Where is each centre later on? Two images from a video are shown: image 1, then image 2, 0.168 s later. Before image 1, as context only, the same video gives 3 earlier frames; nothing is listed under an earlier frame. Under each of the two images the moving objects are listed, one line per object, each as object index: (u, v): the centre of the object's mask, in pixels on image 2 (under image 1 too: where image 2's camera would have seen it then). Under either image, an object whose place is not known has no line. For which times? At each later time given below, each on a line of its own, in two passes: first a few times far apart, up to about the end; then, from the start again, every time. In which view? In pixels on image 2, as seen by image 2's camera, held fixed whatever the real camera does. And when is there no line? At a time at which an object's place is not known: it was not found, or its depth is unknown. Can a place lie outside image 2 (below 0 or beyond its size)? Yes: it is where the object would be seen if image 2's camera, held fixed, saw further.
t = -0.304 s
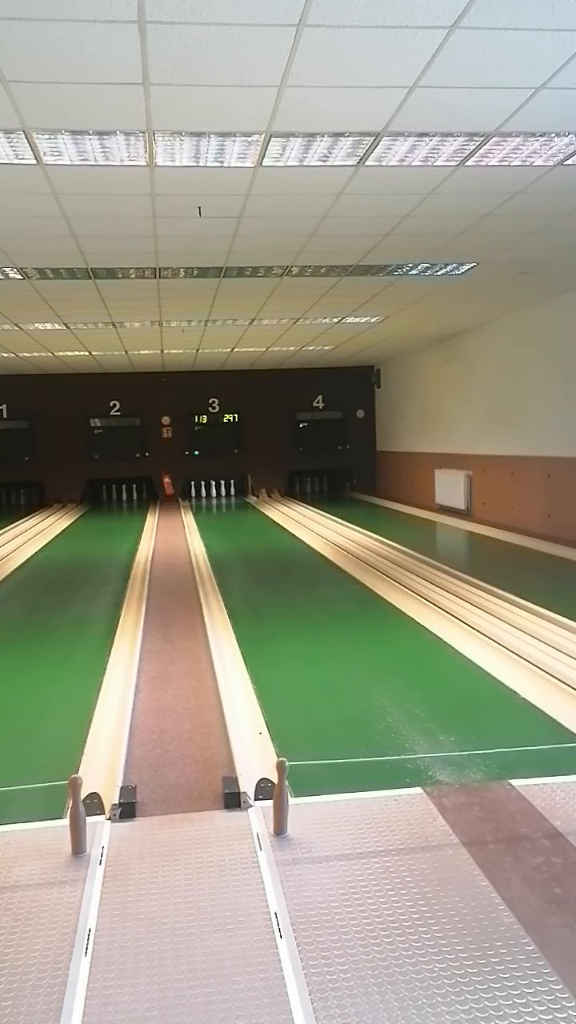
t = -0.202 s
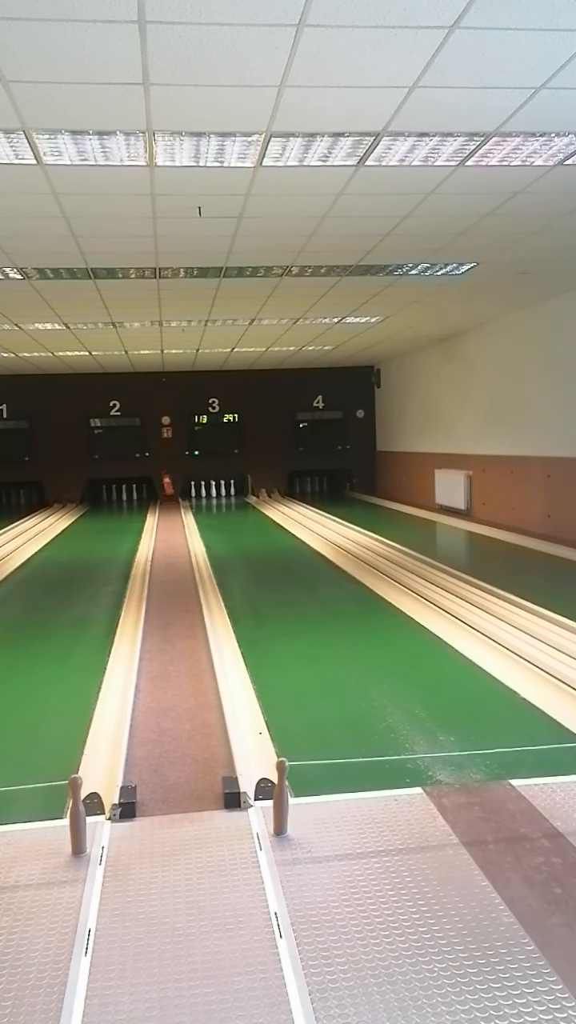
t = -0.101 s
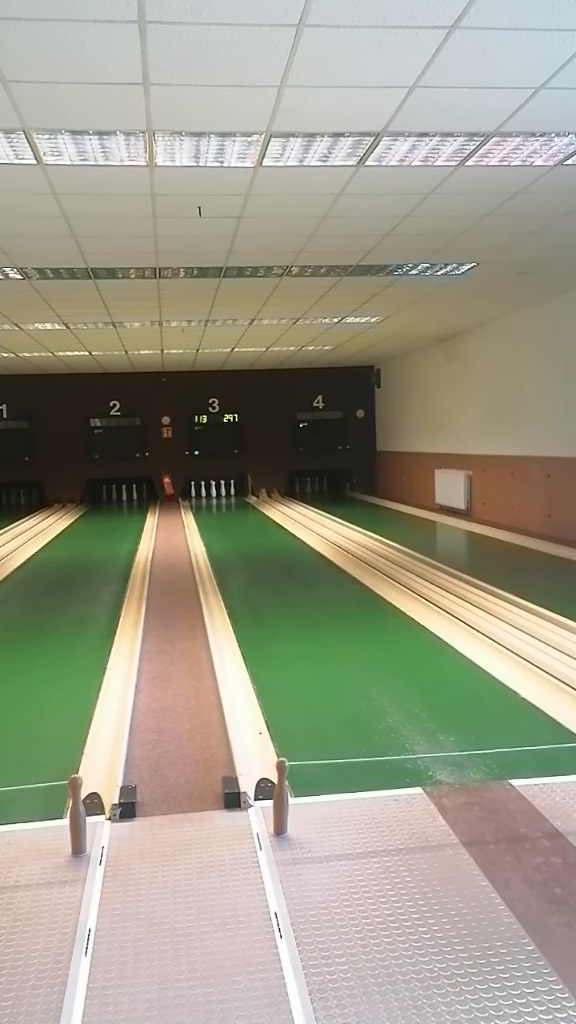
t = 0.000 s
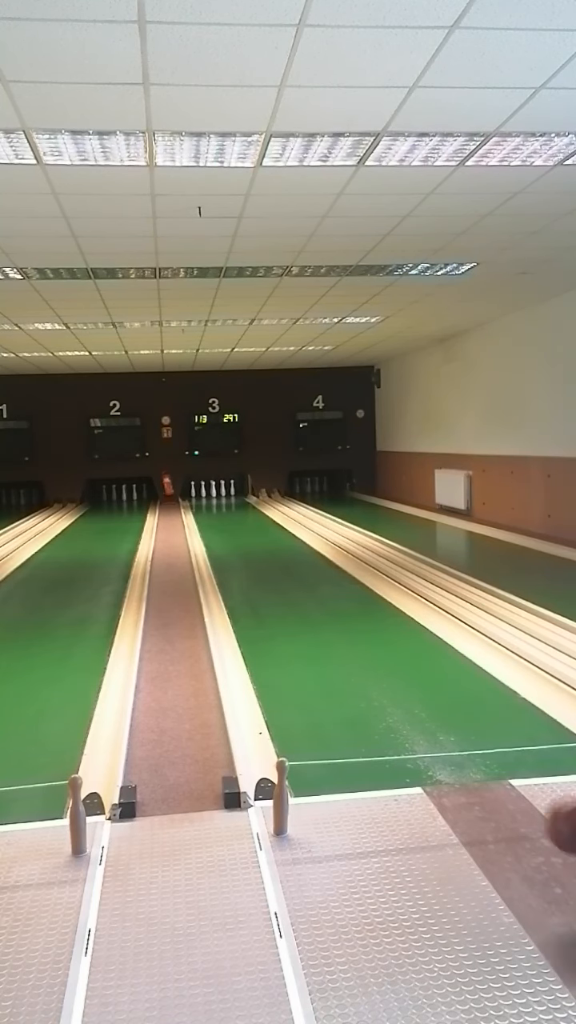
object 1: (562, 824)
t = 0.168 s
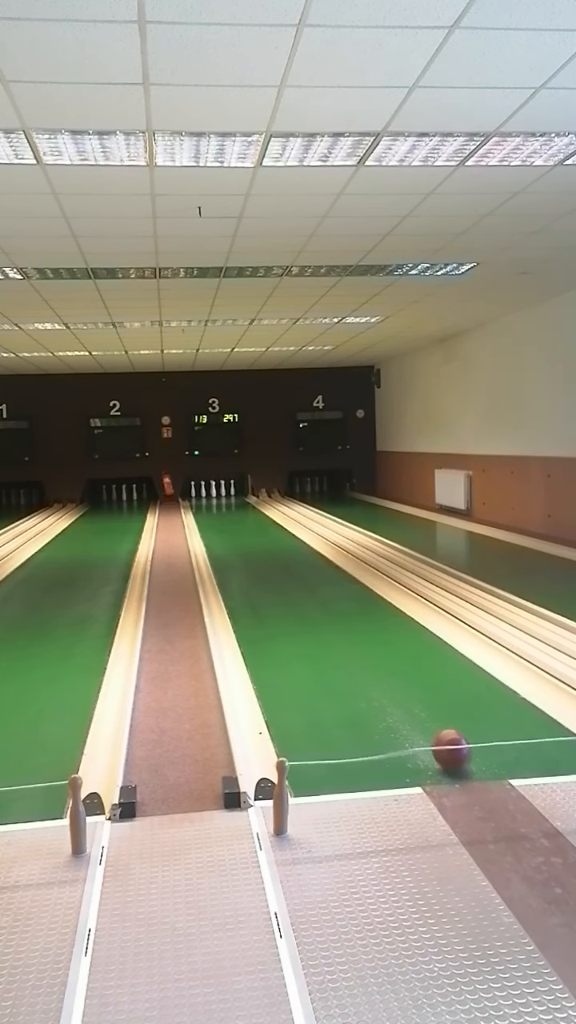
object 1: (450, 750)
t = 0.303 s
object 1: (394, 675)
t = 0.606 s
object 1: (325, 616)
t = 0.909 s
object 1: (286, 580)
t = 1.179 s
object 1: (264, 560)
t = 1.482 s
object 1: (247, 543)
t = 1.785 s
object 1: (235, 530)
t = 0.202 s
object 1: (435, 724)
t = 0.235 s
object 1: (418, 702)
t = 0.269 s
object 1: (406, 688)
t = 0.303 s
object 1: (394, 675)
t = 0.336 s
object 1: (384, 666)
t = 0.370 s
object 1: (375, 661)
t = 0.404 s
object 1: (366, 657)
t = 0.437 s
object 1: (358, 656)
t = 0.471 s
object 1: (350, 642)
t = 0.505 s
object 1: (343, 632)
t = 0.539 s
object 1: (336, 625)
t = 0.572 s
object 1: (330, 619)
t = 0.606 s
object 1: (325, 616)
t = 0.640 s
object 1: (319, 614)
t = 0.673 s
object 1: (315, 610)
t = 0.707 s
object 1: (310, 603)
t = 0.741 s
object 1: (306, 598)
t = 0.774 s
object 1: (301, 594)
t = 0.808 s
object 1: (298, 592)
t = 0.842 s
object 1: (293, 588)
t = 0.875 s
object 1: (290, 583)
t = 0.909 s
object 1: (286, 580)
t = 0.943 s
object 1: (283, 577)
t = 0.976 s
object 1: (280, 576)
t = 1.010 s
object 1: (276, 572)
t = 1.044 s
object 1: (274, 569)
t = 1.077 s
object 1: (272, 567)
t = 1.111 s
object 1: (269, 564)
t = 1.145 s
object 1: (267, 561)
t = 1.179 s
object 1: (264, 560)
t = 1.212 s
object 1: (263, 558)
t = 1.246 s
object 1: (260, 555)
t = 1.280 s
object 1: (258, 554)
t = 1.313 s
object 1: (256, 552)
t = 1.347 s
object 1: (254, 550)
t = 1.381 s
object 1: (252, 548)
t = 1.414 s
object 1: (251, 546)
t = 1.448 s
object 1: (249, 545)
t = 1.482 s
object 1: (247, 543)
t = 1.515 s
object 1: (246, 541)
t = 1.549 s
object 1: (244, 540)
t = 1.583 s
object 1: (243, 538)
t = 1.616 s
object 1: (241, 537)
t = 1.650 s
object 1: (240, 536)
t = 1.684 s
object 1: (239, 534)
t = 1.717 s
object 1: (237, 533)
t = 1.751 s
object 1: (236, 532)
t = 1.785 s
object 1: (235, 530)
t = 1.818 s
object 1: (234, 529)
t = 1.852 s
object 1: (233, 528)
